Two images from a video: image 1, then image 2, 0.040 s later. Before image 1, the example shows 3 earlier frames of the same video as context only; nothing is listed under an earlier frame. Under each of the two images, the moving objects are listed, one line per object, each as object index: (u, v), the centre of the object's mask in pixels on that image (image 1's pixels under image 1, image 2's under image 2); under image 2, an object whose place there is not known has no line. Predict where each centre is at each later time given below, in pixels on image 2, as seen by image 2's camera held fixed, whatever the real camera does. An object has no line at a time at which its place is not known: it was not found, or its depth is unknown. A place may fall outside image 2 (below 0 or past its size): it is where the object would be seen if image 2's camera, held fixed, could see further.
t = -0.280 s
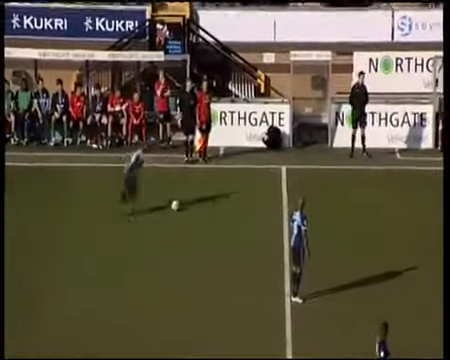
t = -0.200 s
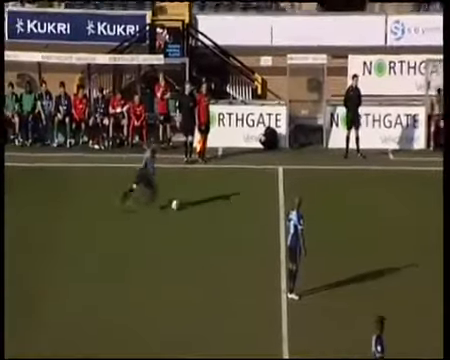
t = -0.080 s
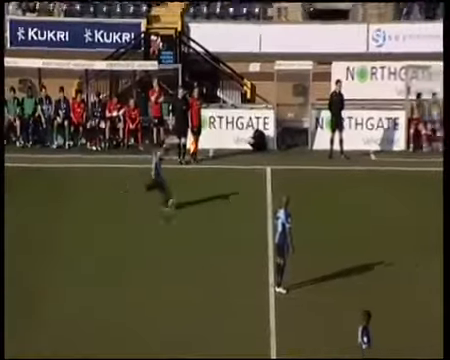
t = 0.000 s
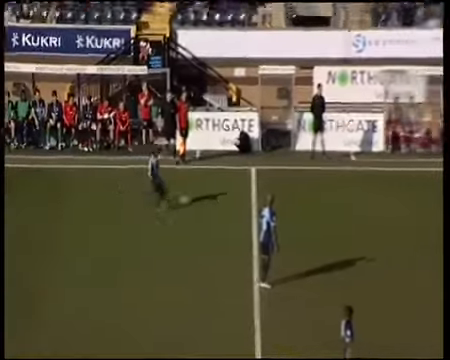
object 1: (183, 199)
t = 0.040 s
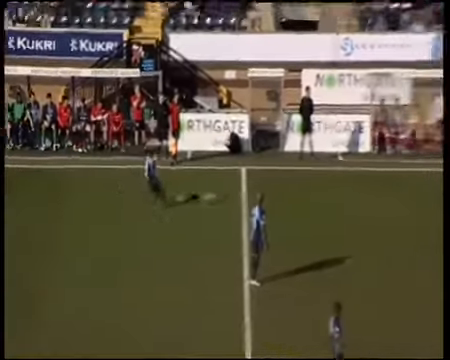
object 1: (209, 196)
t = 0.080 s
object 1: (237, 195)
